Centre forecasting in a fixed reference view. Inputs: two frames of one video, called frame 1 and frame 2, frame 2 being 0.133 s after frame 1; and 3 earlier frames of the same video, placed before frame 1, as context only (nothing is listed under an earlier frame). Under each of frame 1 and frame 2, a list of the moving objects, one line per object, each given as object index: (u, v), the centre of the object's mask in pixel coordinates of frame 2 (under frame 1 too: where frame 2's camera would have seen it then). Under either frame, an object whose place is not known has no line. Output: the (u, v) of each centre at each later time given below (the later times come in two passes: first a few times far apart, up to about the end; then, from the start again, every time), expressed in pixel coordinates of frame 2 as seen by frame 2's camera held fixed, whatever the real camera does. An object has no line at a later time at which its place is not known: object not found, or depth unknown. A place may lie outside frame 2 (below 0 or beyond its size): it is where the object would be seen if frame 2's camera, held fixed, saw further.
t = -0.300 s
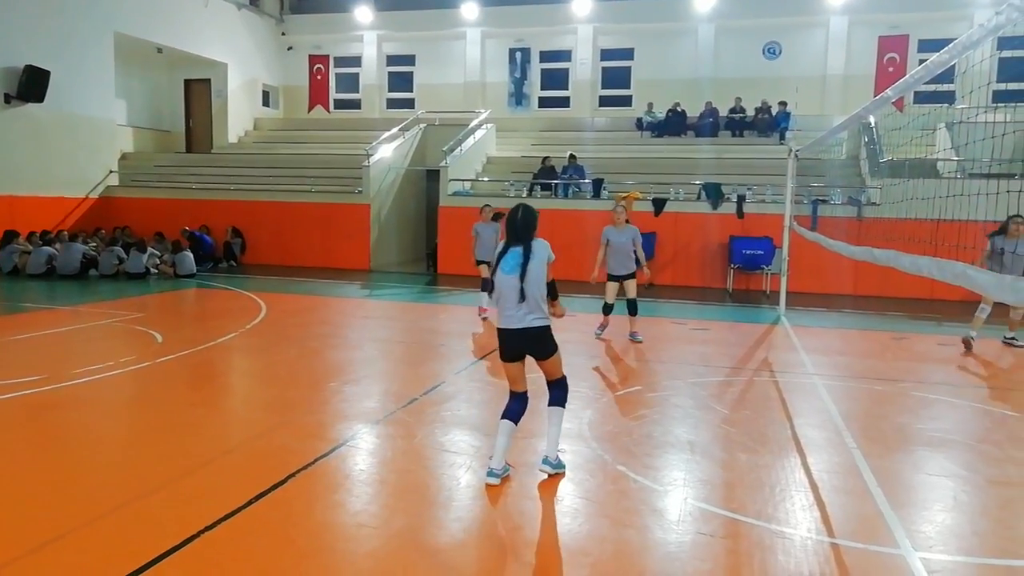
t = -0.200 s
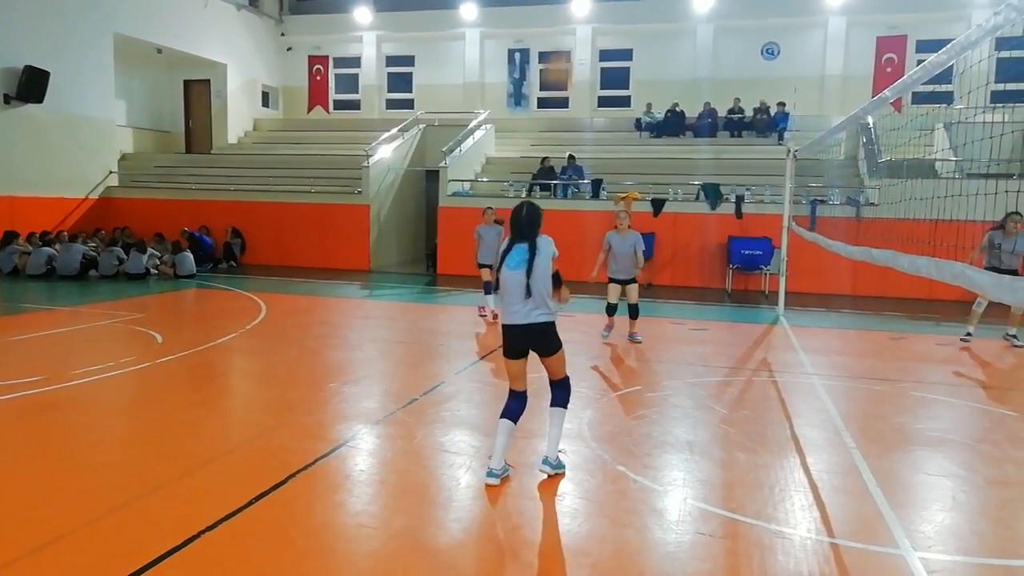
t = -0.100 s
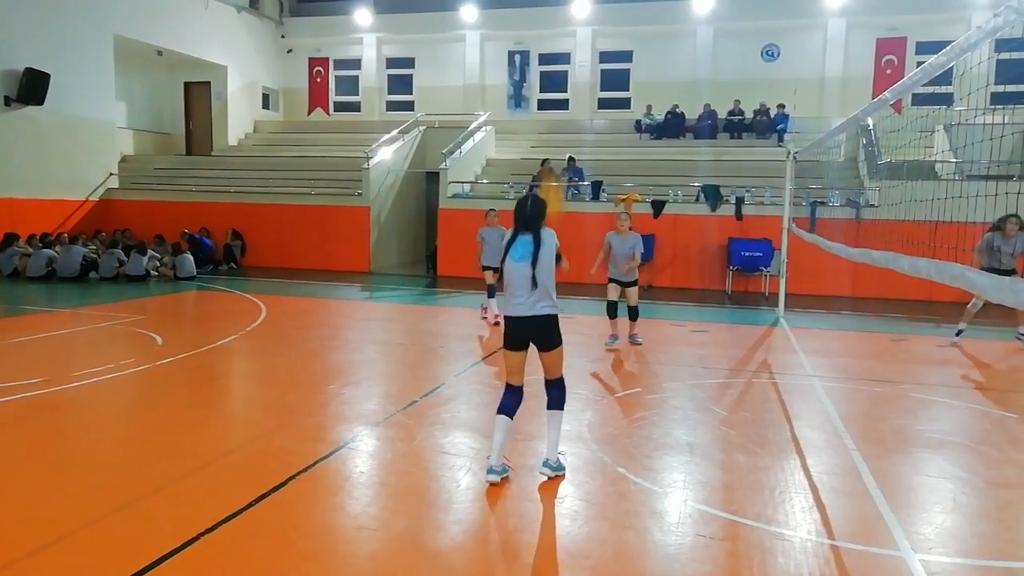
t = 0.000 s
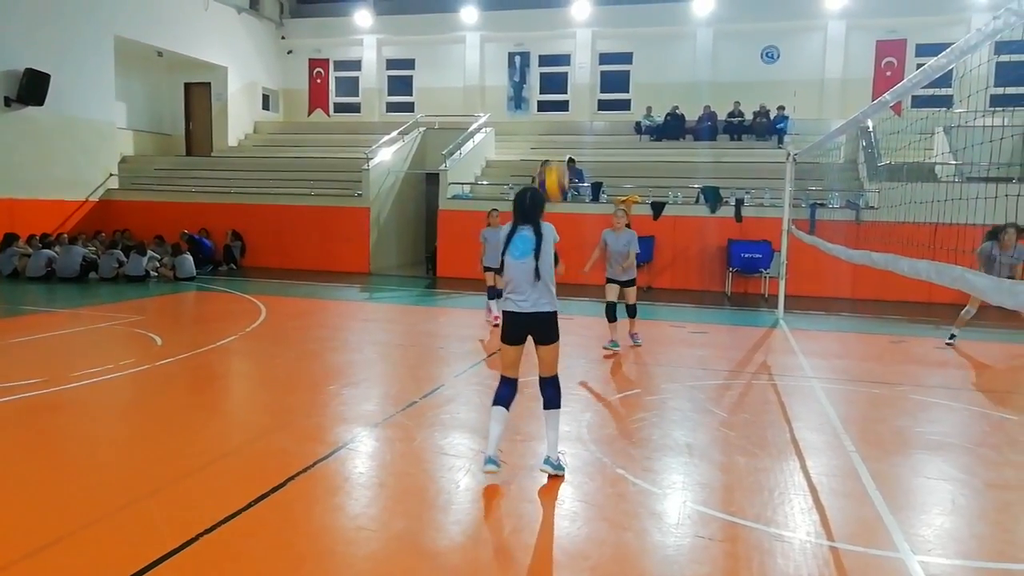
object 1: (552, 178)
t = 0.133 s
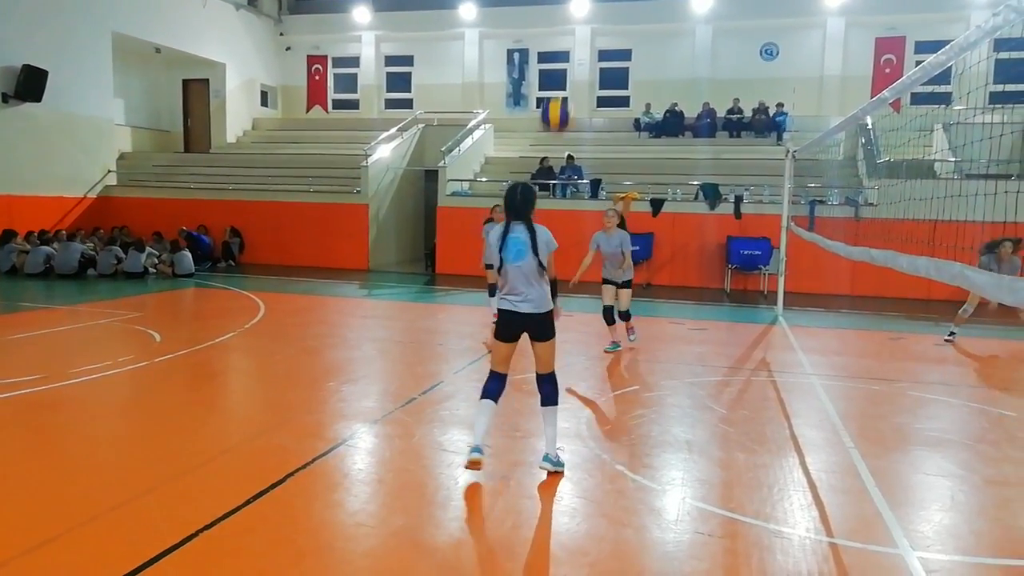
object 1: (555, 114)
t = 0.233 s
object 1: (560, 87)
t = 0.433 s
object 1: (565, 80)
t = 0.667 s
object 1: (569, 141)
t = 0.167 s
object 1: (557, 104)
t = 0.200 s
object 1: (559, 94)
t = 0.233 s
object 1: (560, 87)
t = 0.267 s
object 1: (562, 81)
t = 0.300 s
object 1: (563, 78)
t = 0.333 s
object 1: (563, 76)
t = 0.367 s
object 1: (564, 76)
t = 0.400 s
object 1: (565, 77)
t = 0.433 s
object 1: (565, 80)
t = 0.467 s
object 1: (566, 84)
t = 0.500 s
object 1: (567, 90)
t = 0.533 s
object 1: (568, 99)
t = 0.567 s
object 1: (568, 107)
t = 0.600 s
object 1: (568, 118)
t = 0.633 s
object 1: (568, 129)
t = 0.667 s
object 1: (569, 141)
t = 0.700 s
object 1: (569, 157)
